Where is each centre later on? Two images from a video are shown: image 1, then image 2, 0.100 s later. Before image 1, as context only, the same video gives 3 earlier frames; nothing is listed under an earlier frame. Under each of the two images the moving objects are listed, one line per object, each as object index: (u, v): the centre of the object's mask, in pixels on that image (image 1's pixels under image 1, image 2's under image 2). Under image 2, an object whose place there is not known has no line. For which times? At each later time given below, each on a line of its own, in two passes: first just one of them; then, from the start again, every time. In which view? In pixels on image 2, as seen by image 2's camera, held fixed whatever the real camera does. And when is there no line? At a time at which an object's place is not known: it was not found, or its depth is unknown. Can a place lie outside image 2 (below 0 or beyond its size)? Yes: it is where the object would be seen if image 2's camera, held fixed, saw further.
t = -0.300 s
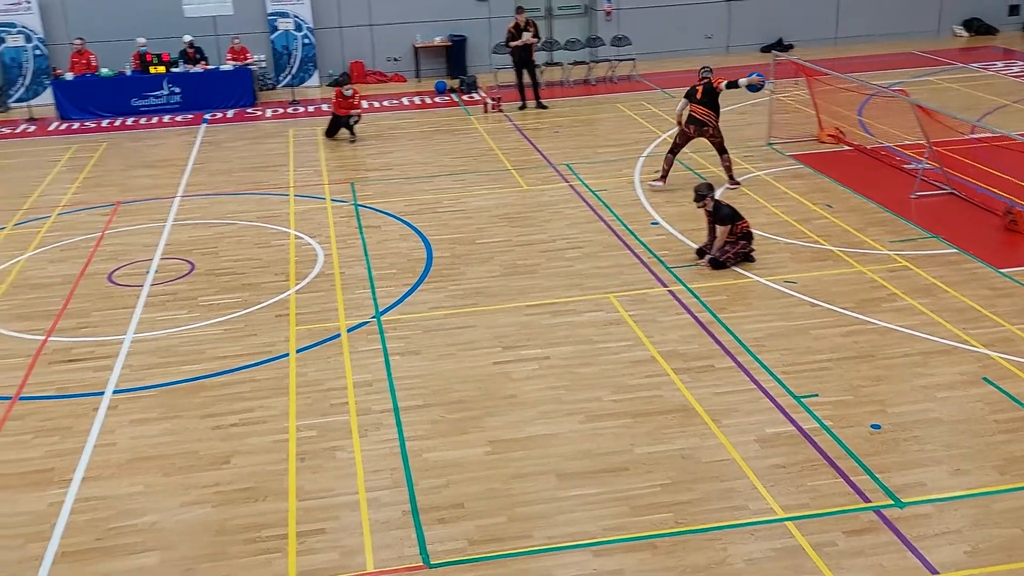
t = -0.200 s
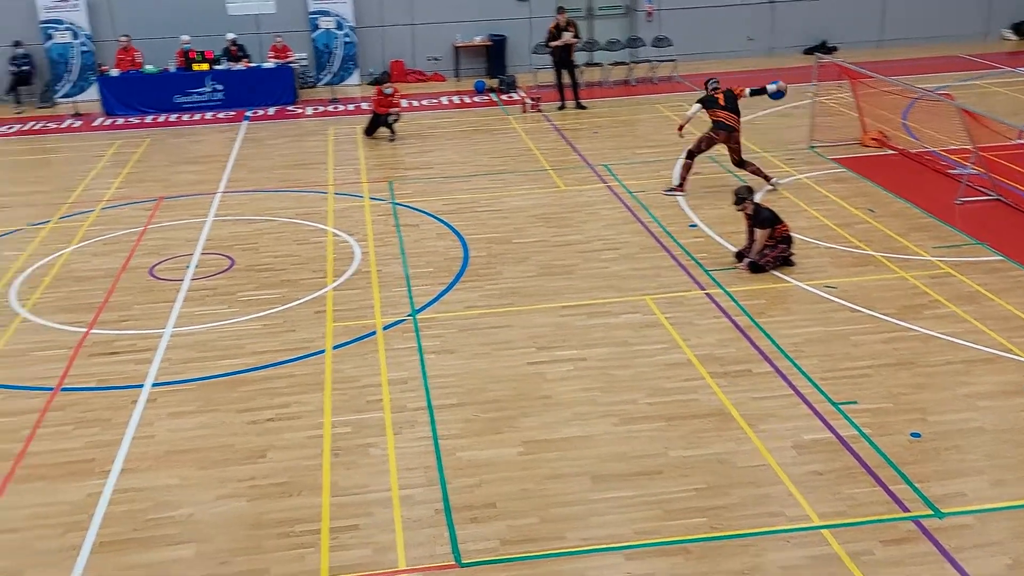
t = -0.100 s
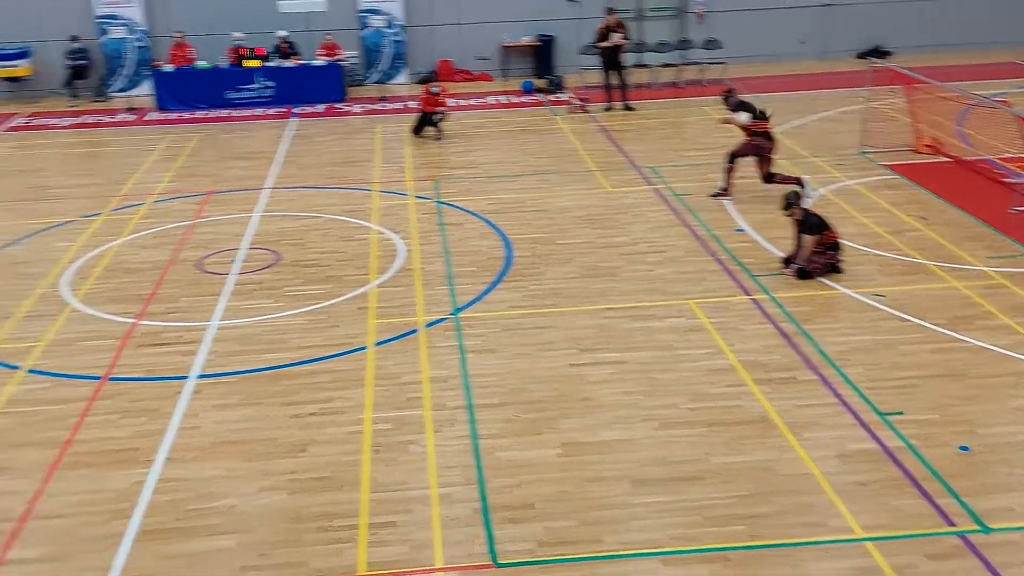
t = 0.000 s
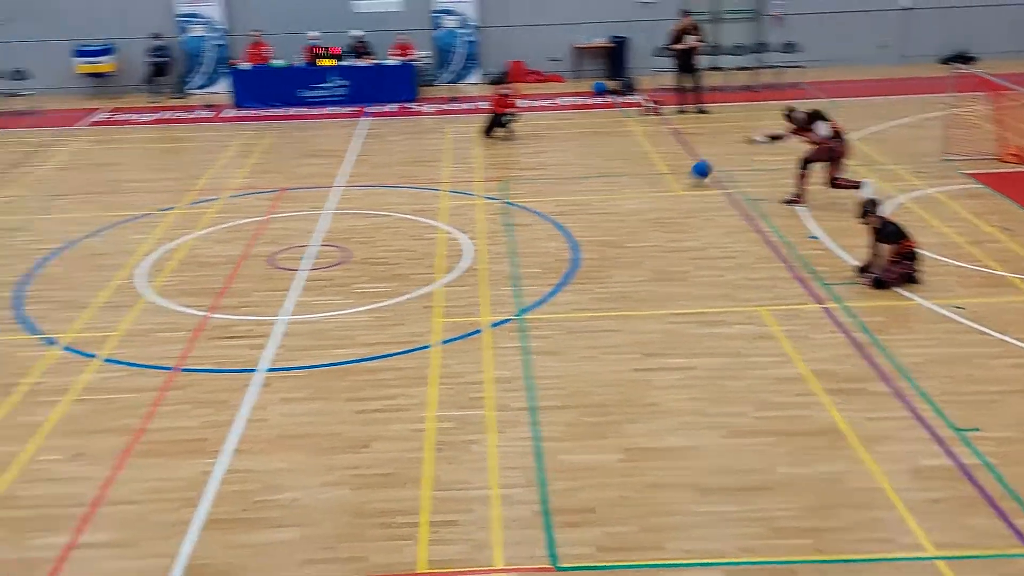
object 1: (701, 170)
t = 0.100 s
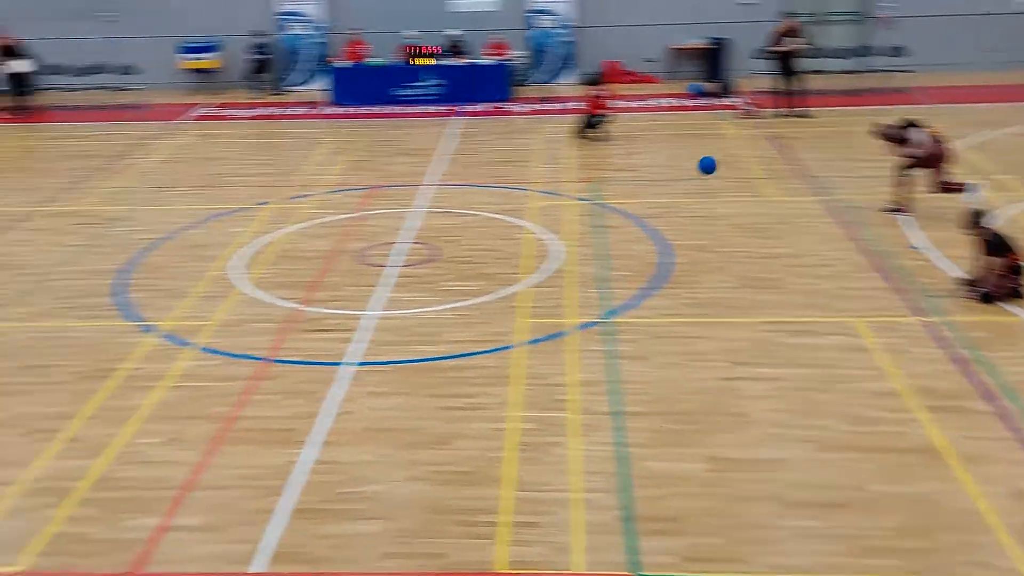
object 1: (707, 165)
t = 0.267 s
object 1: (580, 137)
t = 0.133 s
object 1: (683, 157)
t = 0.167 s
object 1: (658, 151)
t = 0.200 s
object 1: (632, 145)
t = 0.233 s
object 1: (606, 141)
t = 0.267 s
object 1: (580, 137)
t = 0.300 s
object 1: (554, 133)
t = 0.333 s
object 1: (528, 131)
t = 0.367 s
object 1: (504, 130)
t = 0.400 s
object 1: (479, 129)
